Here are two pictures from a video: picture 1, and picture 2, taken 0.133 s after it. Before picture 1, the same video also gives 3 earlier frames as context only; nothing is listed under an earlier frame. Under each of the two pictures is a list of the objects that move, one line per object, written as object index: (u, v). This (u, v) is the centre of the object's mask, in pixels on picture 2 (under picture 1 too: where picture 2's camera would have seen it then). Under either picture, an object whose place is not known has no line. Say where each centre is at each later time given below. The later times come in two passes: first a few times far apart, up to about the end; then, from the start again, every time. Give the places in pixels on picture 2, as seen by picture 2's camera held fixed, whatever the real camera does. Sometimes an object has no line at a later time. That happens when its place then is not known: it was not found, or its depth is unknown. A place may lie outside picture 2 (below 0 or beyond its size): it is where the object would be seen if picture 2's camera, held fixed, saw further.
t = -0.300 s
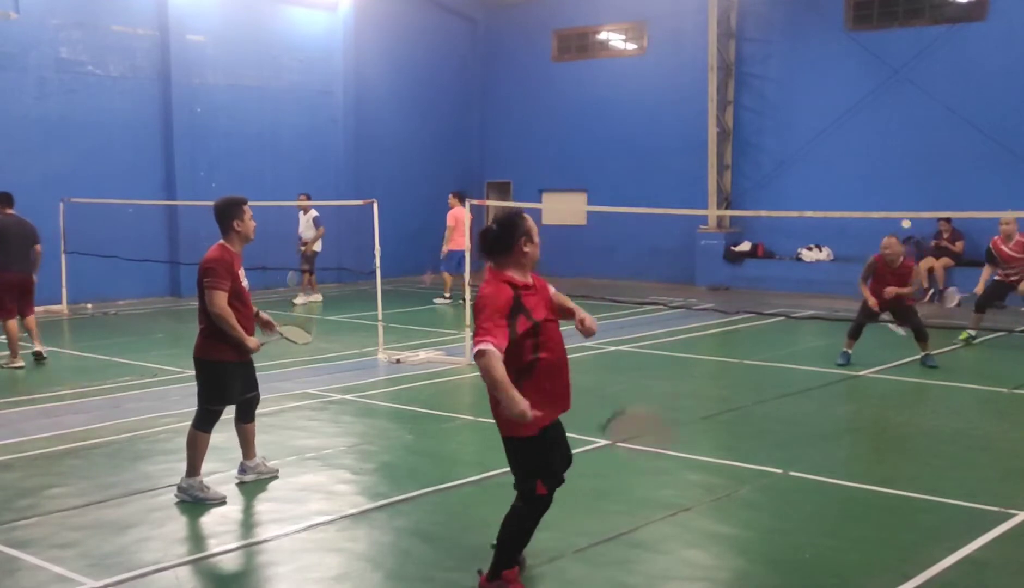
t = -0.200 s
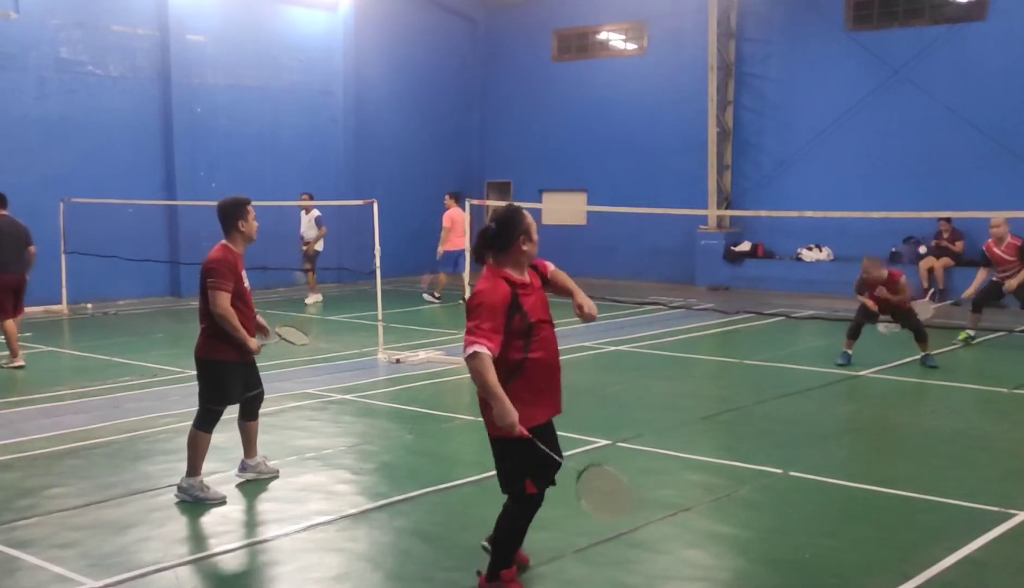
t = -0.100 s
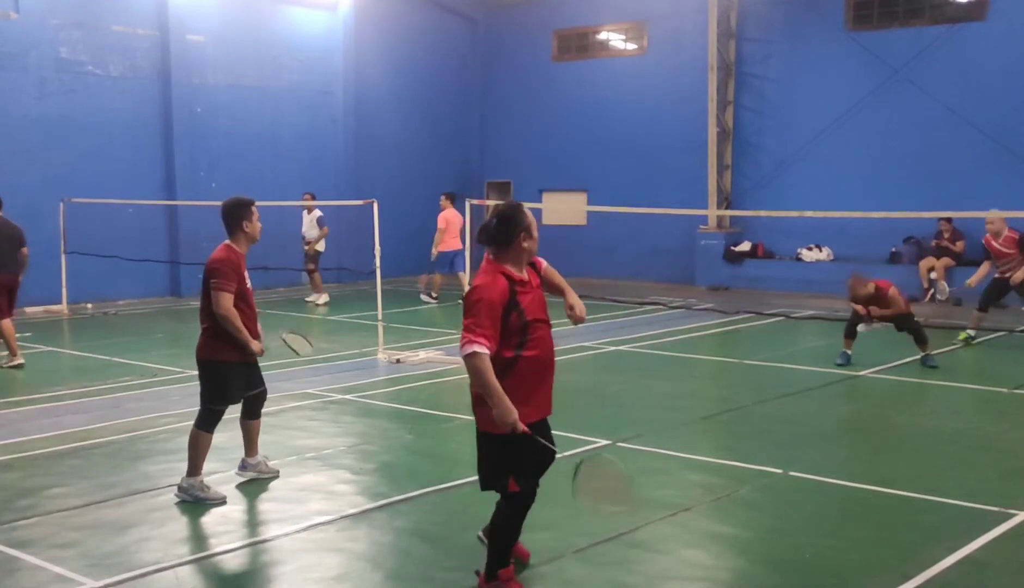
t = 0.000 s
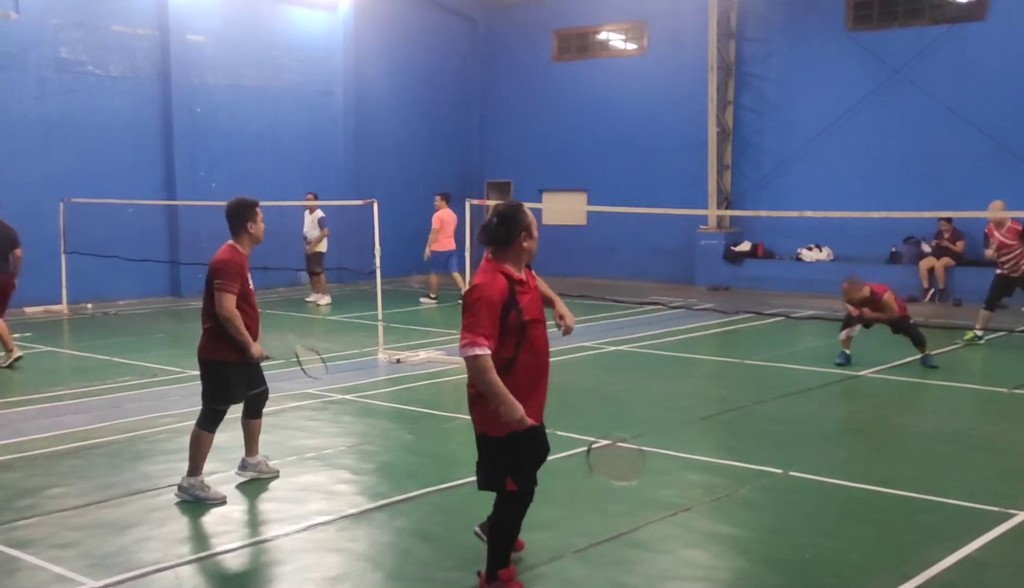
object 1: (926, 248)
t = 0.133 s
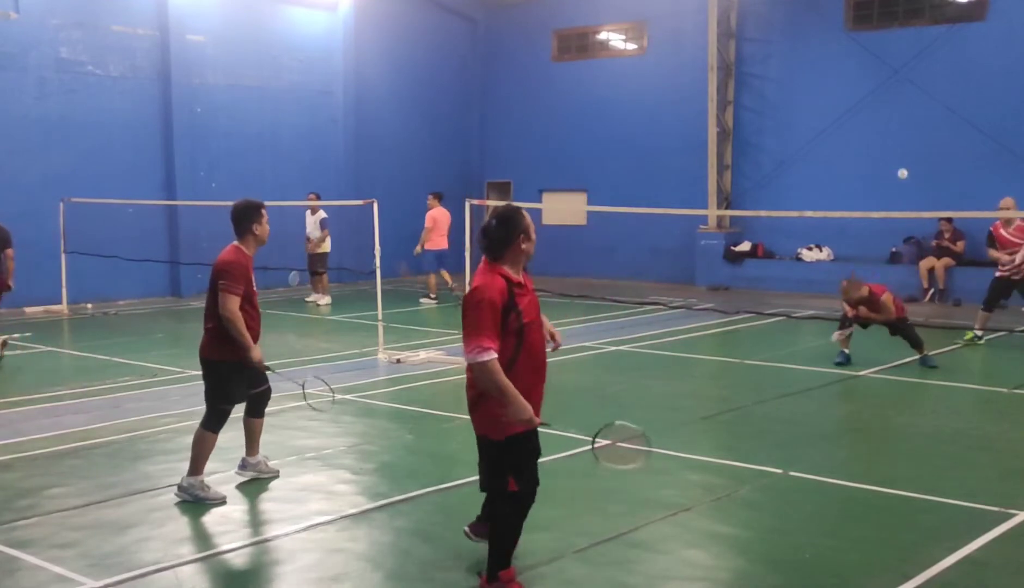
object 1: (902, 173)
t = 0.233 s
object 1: (888, 136)
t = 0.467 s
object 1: (852, 109)
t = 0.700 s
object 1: (809, 169)
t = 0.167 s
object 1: (898, 160)
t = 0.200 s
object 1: (894, 147)
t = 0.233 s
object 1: (888, 136)
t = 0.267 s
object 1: (884, 128)
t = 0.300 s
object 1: (880, 121)
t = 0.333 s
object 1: (875, 116)
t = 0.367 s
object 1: (869, 112)
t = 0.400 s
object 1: (864, 109)
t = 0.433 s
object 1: (858, 108)
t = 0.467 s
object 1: (852, 109)
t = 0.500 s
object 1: (846, 111)
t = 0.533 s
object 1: (840, 116)
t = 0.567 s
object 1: (834, 122)
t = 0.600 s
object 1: (828, 131)
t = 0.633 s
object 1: (822, 141)
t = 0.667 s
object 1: (816, 154)
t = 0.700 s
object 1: (809, 169)
